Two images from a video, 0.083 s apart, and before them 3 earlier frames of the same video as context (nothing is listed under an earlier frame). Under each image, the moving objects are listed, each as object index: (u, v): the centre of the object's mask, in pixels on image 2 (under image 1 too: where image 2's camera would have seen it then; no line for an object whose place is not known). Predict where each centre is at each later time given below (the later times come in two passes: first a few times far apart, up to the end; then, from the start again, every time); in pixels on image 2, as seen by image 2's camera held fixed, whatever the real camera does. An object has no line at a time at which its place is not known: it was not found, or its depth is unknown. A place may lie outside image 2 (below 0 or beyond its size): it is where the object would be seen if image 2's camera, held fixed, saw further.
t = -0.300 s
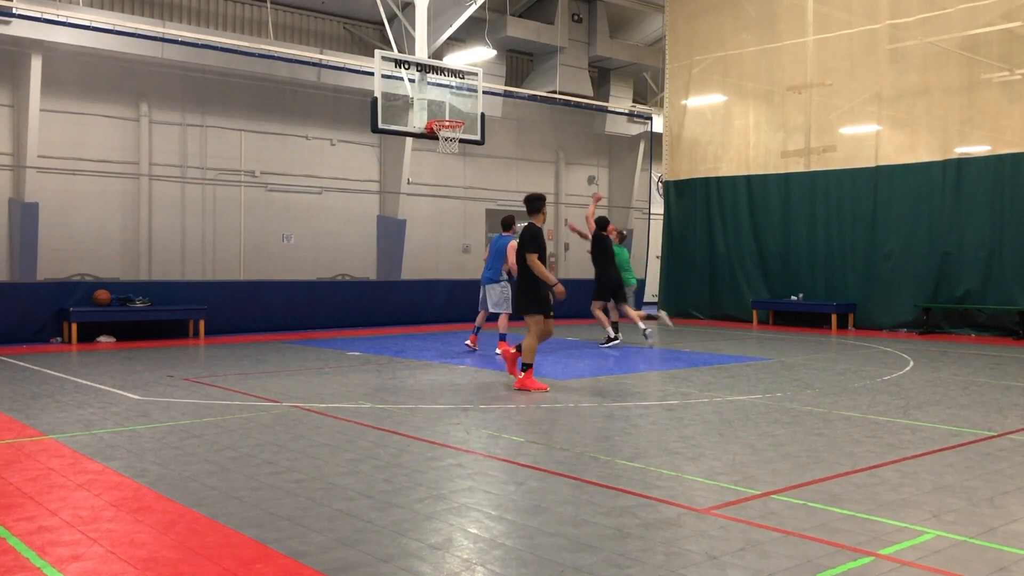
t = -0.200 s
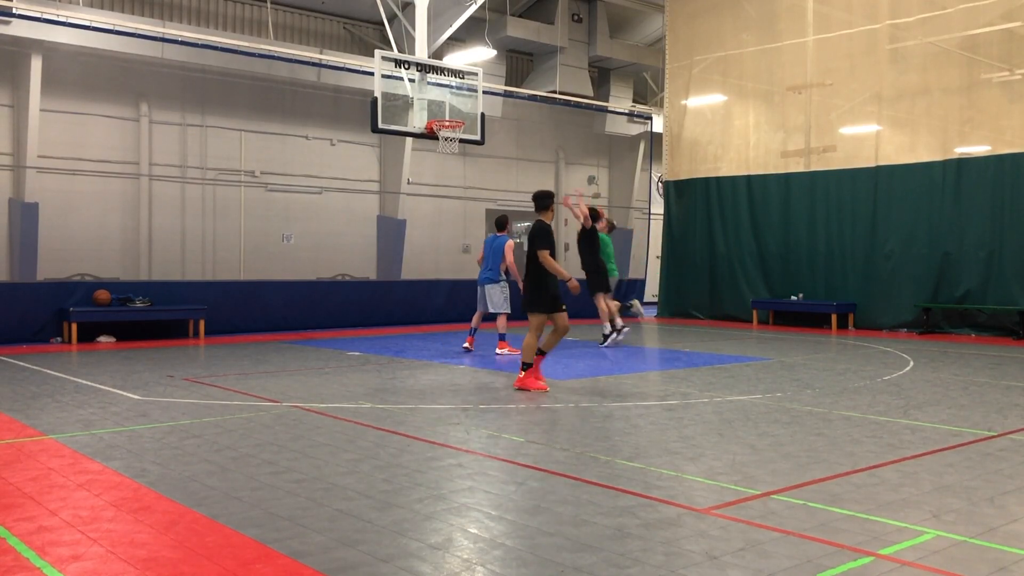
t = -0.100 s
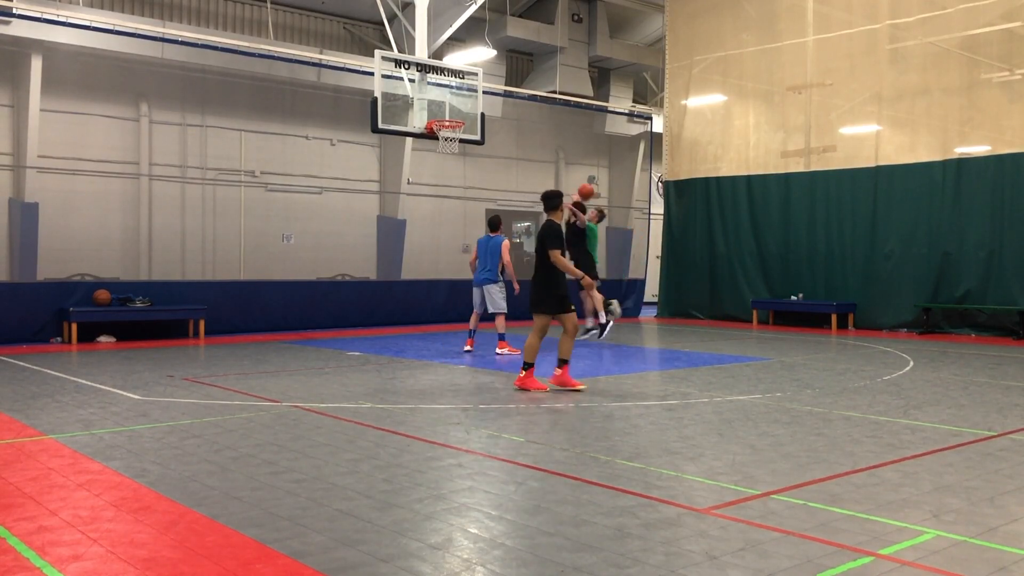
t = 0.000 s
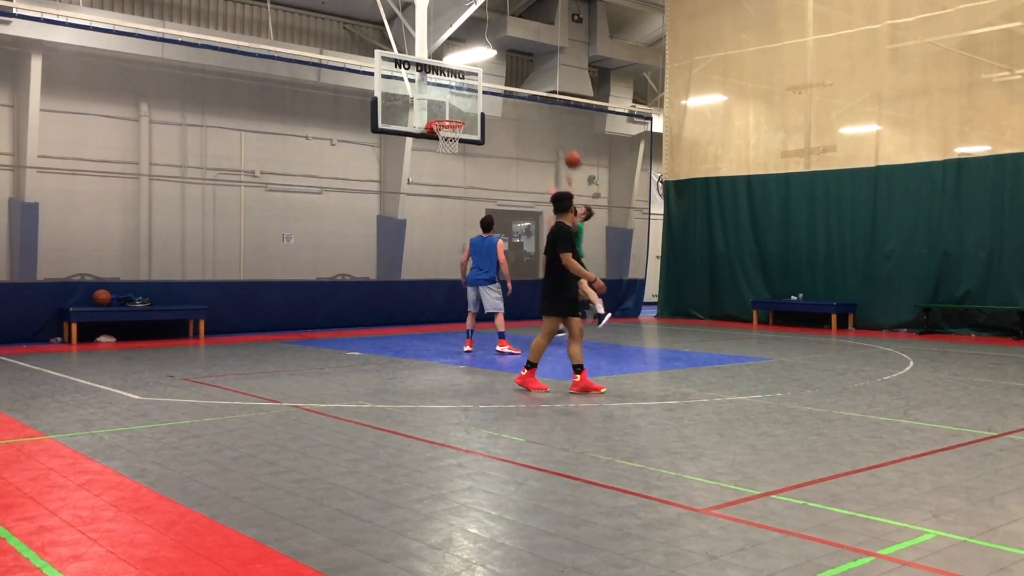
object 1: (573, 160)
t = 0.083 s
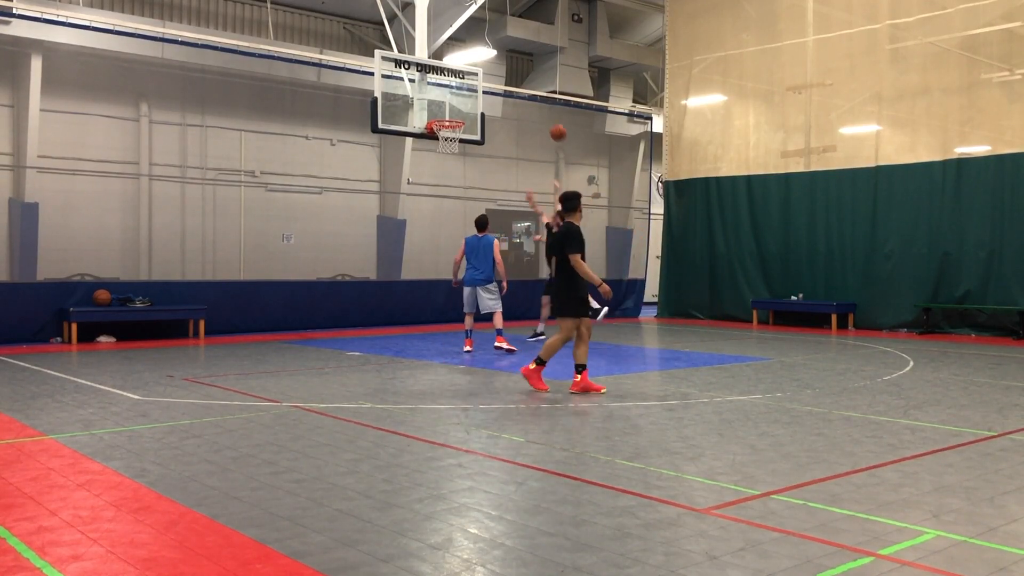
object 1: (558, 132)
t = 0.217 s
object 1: (534, 97)
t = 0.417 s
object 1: (496, 65)
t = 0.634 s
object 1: (453, 61)
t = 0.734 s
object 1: (434, 69)
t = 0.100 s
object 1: (555, 127)
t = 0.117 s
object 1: (552, 122)
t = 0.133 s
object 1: (549, 117)
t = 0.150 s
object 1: (546, 113)
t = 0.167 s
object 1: (543, 109)
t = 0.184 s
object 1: (540, 105)
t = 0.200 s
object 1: (537, 101)
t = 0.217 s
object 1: (534, 97)
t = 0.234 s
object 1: (531, 93)
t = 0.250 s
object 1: (528, 89)
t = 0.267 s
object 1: (524, 86)
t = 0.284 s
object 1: (521, 83)
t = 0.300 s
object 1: (518, 80)
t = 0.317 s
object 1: (515, 78)
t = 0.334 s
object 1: (512, 76)
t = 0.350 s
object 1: (509, 73)
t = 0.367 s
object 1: (506, 71)
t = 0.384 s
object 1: (502, 69)
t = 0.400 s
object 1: (499, 67)
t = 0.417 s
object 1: (496, 65)
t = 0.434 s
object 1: (493, 64)
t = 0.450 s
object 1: (491, 64)
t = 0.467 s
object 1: (487, 63)
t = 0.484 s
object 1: (484, 62)
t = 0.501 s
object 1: (480, 62)
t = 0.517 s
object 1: (477, 61)
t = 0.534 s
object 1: (474, 60)
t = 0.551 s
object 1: (470, 60)
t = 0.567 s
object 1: (467, 60)
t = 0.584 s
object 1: (463, 59)
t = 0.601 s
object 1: (460, 60)
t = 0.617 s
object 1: (457, 60)
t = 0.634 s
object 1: (453, 61)
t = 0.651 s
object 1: (450, 61)
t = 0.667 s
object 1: (447, 63)
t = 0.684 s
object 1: (443, 65)
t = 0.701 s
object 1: (440, 67)
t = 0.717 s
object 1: (437, 68)
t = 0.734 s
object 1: (434, 69)
